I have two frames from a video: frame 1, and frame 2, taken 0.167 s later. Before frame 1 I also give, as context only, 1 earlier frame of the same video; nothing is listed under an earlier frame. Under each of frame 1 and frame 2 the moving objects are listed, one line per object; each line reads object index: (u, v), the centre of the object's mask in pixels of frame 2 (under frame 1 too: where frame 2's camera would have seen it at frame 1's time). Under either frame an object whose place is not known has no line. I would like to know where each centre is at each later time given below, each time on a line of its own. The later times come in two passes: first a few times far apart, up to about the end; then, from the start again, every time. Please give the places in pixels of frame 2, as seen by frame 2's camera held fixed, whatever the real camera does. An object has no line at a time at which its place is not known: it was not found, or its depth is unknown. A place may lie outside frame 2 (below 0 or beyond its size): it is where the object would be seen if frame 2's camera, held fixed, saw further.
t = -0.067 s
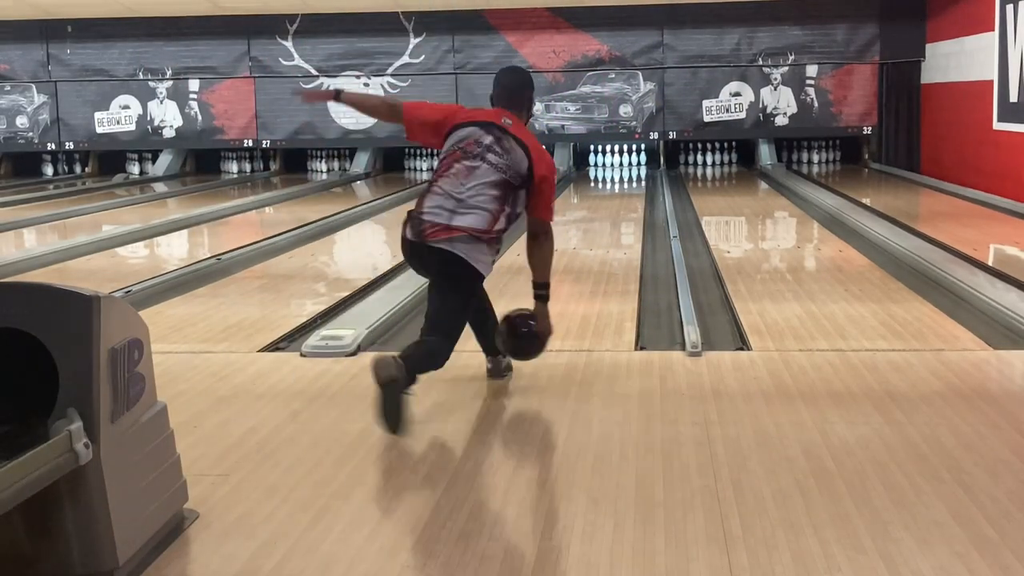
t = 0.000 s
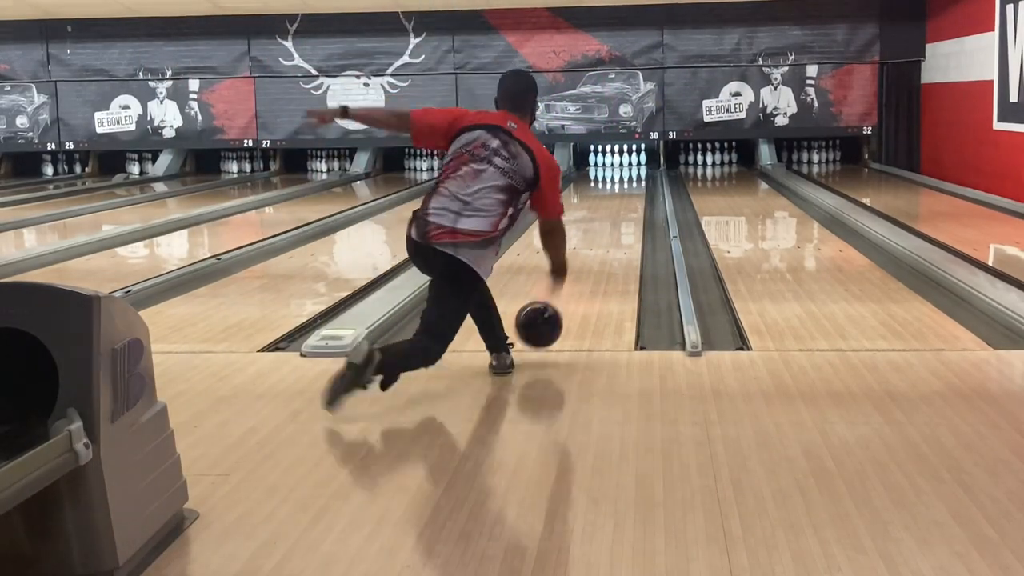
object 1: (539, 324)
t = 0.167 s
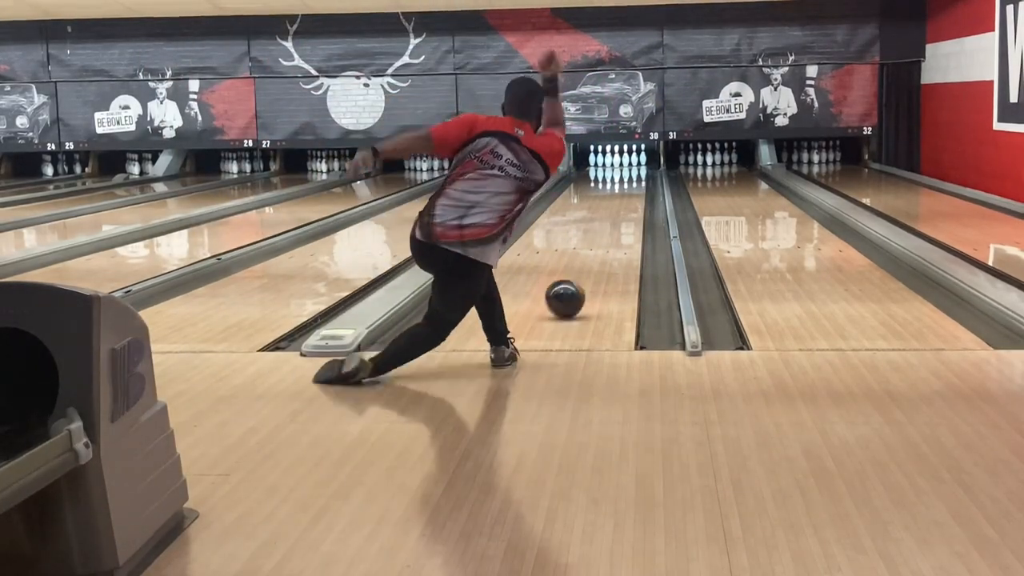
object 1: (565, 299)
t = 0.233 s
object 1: (573, 286)
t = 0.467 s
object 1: (594, 253)
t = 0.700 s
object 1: (607, 229)
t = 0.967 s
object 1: (618, 210)
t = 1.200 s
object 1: (624, 197)
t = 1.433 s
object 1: (629, 187)
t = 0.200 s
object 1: (569, 293)
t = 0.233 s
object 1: (573, 286)
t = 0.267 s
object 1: (577, 281)
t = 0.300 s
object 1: (580, 276)
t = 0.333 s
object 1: (583, 270)
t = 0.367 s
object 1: (586, 266)
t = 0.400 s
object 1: (589, 262)
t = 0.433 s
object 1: (591, 257)
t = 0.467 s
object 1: (594, 253)
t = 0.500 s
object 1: (596, 249)
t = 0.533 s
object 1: (598, 245)
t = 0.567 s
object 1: (600, 242)
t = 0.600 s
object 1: (602, 239)
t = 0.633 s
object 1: (604, 235)
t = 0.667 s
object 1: (606, 232)
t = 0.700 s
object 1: (607, 229)
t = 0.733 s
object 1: (609, 227)
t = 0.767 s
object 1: (611, 224)
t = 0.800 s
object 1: (612, 222)
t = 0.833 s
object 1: (613, 220)
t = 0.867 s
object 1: (615, 217)
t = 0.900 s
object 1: (616, 214)
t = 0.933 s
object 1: (617, 212)
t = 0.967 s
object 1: (618, 210)
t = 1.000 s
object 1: (619, 208)
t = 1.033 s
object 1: (620, 206)
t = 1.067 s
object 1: (621, 205)
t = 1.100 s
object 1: (622, 202)
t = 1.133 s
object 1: (623, 200)
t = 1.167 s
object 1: (623, 199)
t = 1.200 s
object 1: (624, 197)
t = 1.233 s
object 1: (625, 196)
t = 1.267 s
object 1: (626, 194)
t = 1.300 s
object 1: (627, 193)
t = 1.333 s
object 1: (628, 191)
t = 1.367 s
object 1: (628, 190)
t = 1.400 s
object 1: (628, 188)
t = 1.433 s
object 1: (629, 187)
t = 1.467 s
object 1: (629, 186)
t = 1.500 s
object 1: (629, 185)
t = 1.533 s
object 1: (630, 184)
